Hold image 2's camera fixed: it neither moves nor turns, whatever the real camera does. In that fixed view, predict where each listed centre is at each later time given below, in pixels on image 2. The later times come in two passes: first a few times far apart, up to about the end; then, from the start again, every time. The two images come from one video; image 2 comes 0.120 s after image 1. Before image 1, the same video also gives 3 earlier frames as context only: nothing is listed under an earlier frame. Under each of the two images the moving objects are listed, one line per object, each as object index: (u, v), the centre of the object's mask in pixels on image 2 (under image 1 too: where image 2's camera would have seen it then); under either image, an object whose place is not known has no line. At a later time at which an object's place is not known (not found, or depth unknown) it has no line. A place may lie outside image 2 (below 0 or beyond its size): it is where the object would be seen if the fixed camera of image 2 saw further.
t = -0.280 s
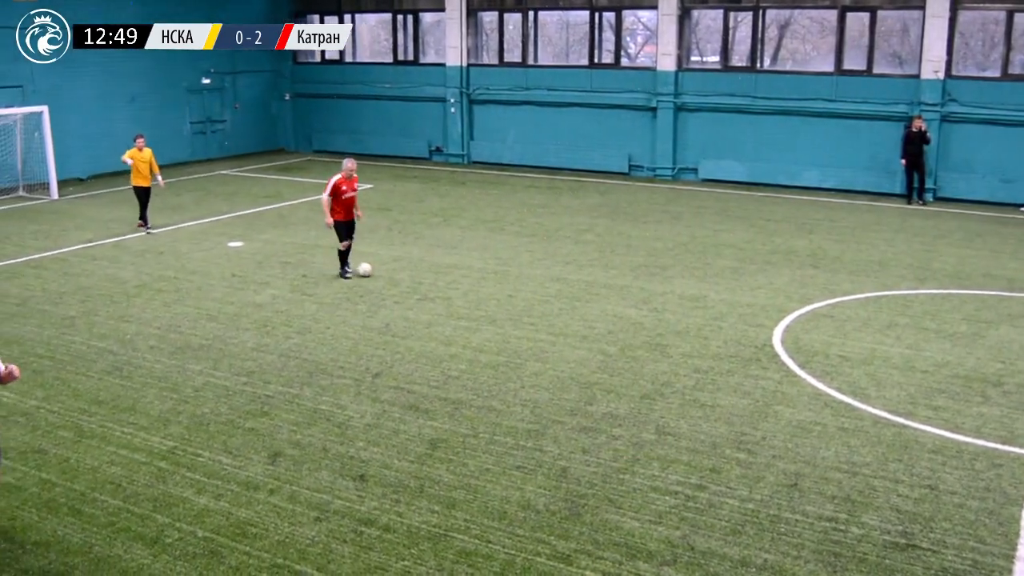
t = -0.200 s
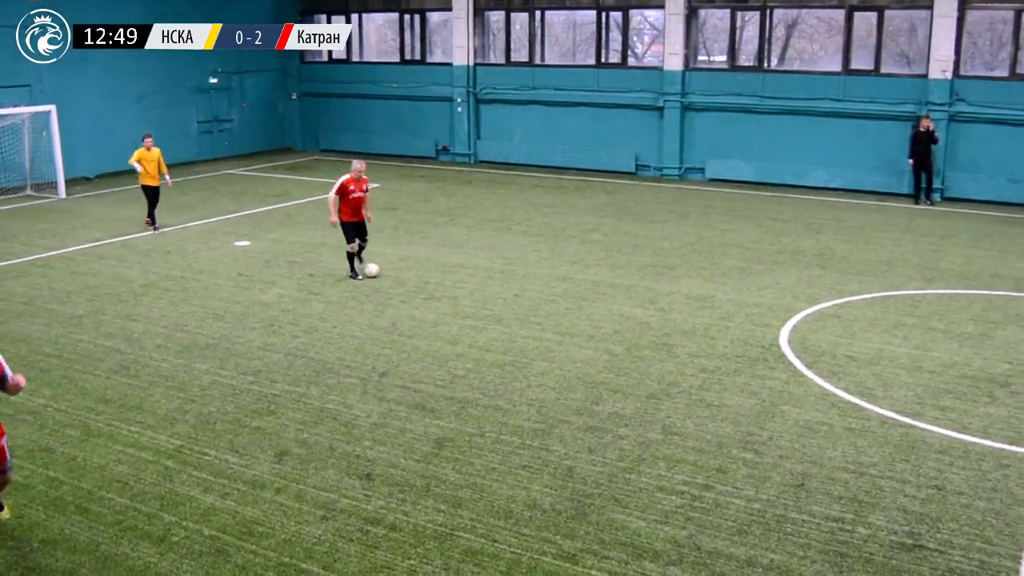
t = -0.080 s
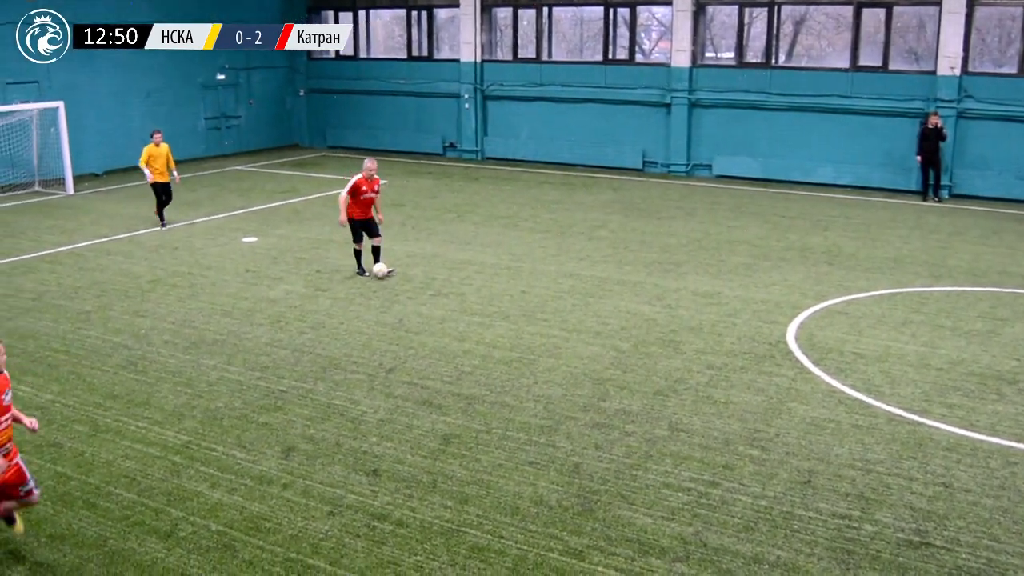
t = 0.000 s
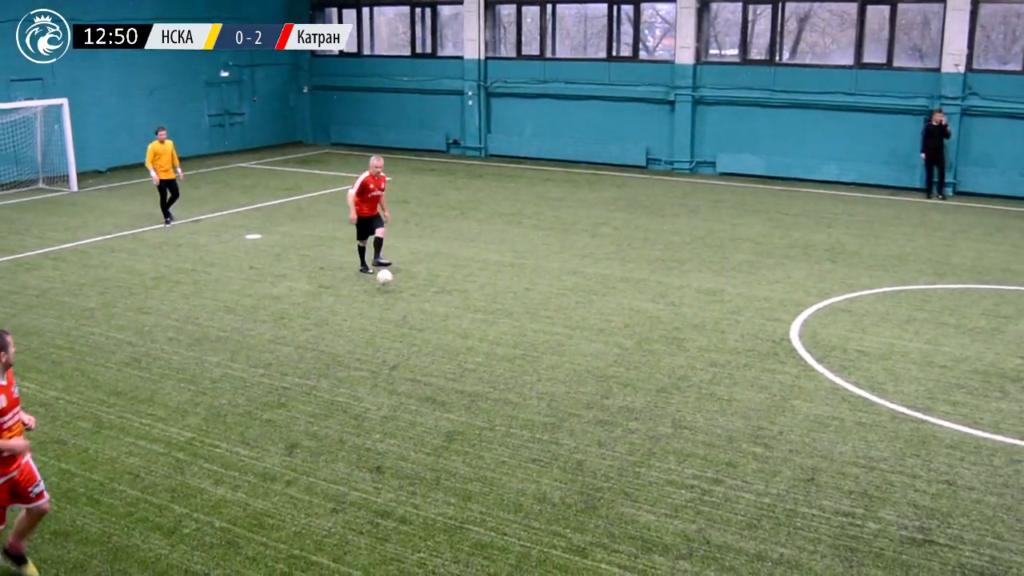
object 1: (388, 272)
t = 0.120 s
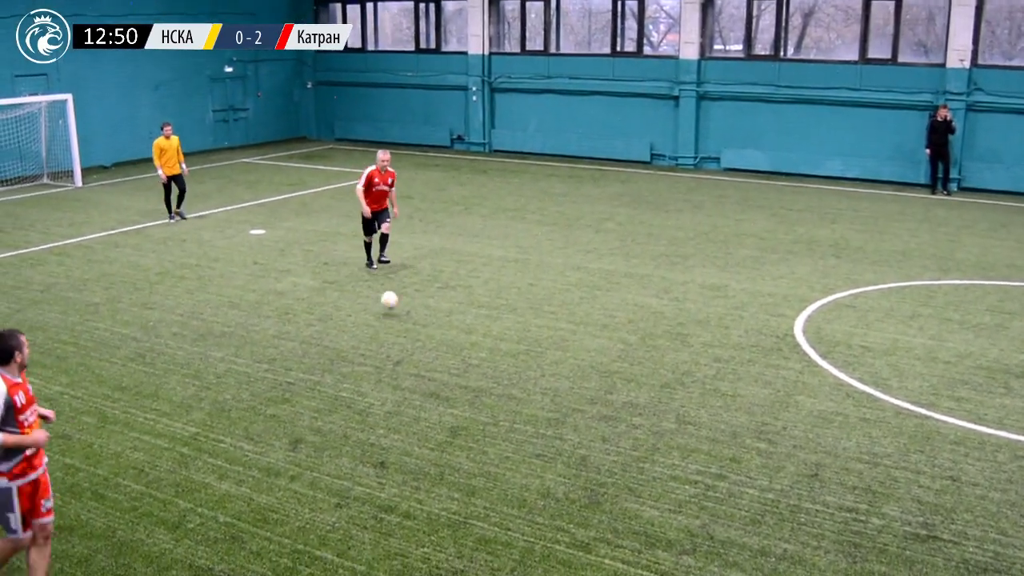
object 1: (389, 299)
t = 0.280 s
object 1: (389, 342)
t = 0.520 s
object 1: (385, 413)
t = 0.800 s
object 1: (374, 511)
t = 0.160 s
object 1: (389, 314)
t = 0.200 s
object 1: (390, 328)
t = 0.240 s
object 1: (389, 335)
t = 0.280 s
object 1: (389, 342)
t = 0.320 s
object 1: (388, 352)
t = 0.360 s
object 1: (388, 364)
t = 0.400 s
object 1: (388, 378)
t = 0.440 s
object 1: (387, 394)
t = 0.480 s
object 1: (386, 403)
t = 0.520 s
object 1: (385, 413)
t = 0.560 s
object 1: (384, 423)
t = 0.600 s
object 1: (383, 438)
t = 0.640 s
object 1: (381, 456)
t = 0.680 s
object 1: (380, 469)
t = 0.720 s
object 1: (378, 483)
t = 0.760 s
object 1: (376, 498)
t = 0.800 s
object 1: (374, 511)
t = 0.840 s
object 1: (371, 529)
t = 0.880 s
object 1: (369, 547)
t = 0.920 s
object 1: (367, 562)
